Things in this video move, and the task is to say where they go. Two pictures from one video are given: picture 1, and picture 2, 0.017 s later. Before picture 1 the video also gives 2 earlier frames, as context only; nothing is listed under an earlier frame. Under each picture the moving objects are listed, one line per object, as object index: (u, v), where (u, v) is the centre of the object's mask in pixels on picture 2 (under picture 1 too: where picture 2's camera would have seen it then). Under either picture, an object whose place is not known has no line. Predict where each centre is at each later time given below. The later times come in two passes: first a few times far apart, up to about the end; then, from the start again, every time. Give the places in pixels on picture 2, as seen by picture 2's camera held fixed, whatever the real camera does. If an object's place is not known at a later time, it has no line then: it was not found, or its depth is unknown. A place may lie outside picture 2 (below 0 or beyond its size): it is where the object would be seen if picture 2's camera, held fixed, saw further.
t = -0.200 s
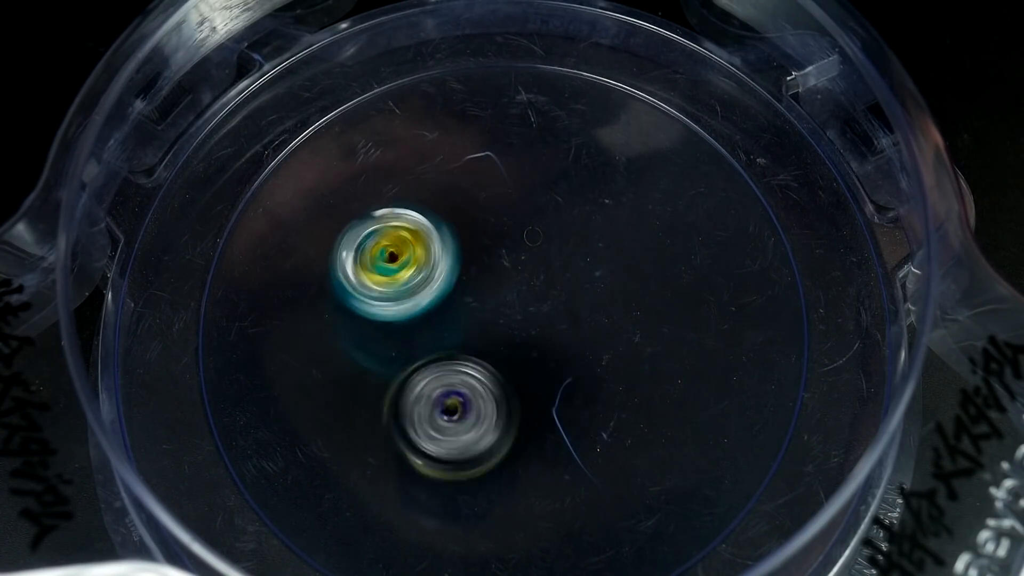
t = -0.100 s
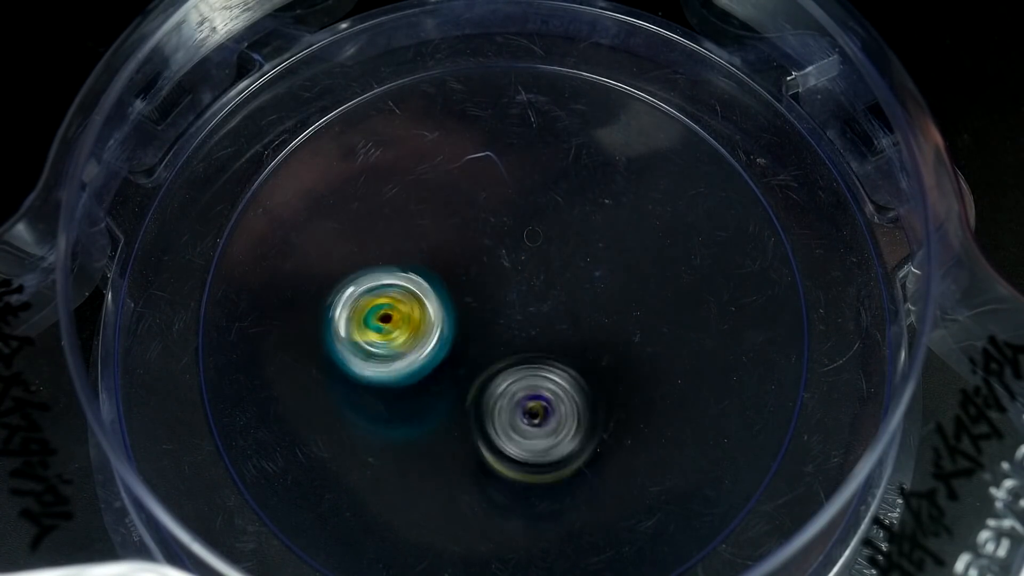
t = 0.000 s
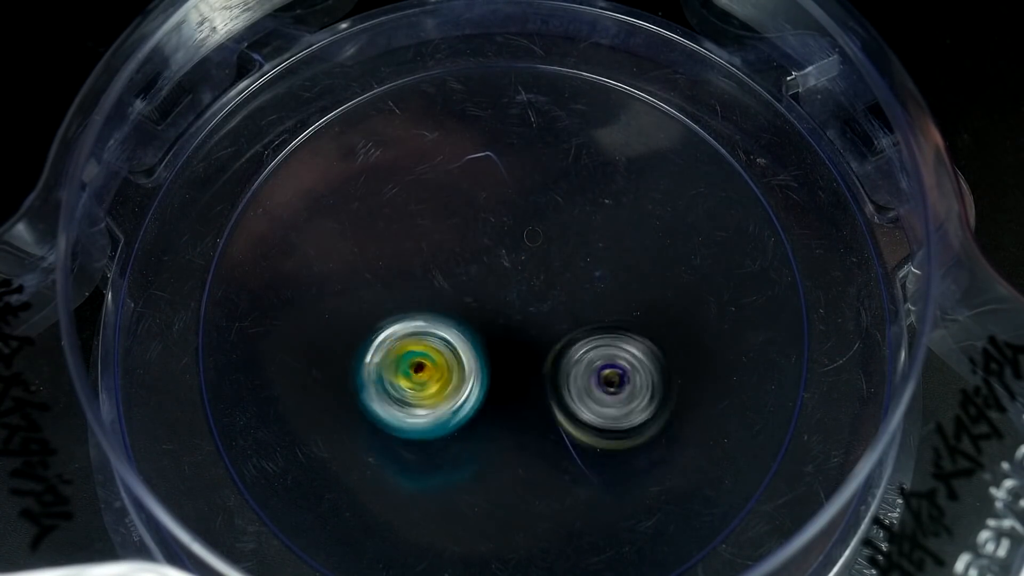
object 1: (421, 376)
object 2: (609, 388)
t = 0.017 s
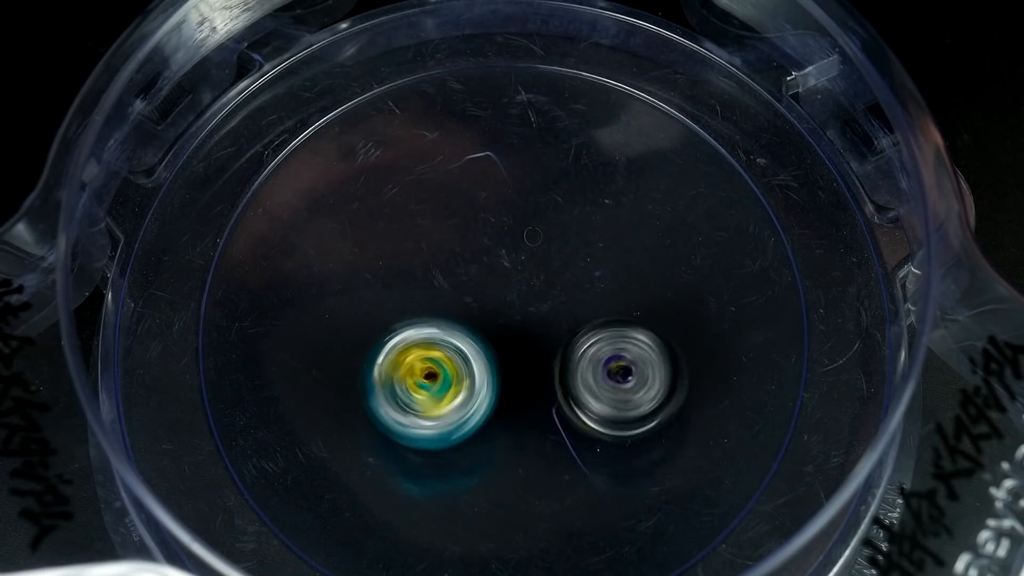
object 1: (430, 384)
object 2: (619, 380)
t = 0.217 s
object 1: (558, 394)
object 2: (645, 251)
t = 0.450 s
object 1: (607, 265)
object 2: (511, 176)
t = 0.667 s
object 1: (505, 196)
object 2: (377, 248)
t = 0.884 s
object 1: (393, 243)
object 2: (394, 386)
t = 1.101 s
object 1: (413, 356)
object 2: (551, 411)
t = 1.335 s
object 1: (515, 365)
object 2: (687, 273)
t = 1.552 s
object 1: (506, 306)
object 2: (638, 132)
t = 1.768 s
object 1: (431, 265)
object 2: (474, 128)
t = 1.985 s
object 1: (240, 400)
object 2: (499, 108)
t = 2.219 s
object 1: (301, 388)
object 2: (507, 264)
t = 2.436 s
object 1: (401, 301)
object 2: (567, 371)
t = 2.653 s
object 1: (512, 257)
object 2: (598, 435)
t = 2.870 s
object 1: (559, 282)
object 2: (606, 479)
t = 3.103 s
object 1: (532, 306)
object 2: (554, 419)
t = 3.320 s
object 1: (526, 249)
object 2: (453, 351)
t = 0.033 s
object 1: (438, 388)
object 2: (627, 371)
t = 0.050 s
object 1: (449, 394)
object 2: (636, 360)
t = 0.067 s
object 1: (458, 397)
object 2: (643, 350)
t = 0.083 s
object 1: (470, 401)
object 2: (648, 339)
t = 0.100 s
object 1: (481, 402)
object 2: (653, 327)
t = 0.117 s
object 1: (492, 405)
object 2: (656, 316)
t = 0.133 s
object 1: (502, 403)
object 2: (657, 304)
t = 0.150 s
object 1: (514, 405)
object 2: (658, 292)
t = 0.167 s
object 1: (525, 402)
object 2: (656, 281)
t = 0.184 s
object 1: (537, 402)
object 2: (653, 271)
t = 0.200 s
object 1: (547, 397)
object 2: (651, 260)
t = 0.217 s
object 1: (558, 394)
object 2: (645, 251)
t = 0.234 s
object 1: (568, 387)
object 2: (640, 242)
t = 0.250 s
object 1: (577, 382)
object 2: (634, 232)
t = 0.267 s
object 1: (585, 373)
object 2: (625, 224)
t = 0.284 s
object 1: (593, 367)
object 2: (618, 217)
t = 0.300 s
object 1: (600, 356)
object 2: (609, 209)
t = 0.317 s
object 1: (606, 348)
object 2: (599, 203)
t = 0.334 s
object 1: (609, 336)
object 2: (590, 198)
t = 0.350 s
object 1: (614, 328)
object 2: (580, 192)
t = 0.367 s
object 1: (615, 315)
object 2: (568, 187)
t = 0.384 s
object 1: (617, 306)
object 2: (558, 184)
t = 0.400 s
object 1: (616, 294)
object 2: (546, 180)
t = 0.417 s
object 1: (614, 284)
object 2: (534, 178)
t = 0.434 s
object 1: (610, 273)
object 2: (523, 177)
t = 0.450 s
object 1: (607, 265)
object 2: (511, 176)
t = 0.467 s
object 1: (601, 255)
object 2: (496, 177)
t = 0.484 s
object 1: (597, 248)
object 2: (486, 177)
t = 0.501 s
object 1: (589, 239)
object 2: (474, 179)
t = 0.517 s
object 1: (584, 233)
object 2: (460, 184)
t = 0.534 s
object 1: (575, 226)
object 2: (450, 187)
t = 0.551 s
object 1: (569, 221)
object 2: (441, 191)
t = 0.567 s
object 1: (560, 215)
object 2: (427, 199)
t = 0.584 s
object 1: (553, 211)
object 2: (418, 204)
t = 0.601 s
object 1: (543, 206)
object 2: (410, 210)
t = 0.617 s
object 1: (535, 204)
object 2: (399, 218)
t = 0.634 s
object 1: (524, 200)
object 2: (392, 227)
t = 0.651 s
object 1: (517, 198)
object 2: (386, 237)
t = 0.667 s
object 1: (505, 196)
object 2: (377, 248)
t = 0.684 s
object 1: (498, 195)
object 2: (372, 257)
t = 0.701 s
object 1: (485, 195)
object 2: (368, 268)
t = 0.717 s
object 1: (477, 196)
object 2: (362, 280)
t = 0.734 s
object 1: (465, 197)
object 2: (361, 290)
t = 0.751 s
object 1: (457, 200)
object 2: (360, 302)
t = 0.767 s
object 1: (446, 203)
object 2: (358, 315)
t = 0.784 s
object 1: (438, 206)
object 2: (360, 325)
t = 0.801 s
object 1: (427, 211)
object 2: (365, 337)
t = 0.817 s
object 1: (421, 216)
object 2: (366, 349)
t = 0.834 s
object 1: (411, 222)
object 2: (373, 358)
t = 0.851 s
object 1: (406, 228)
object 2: (380, 369)
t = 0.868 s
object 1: (398, 235)
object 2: (385, 379)
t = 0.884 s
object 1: (393, 243)
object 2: (394, 386)
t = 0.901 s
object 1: (387, 252)
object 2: (405, 393)
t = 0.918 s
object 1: (384, 259)
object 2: (414, 401)
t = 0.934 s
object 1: (379, 269)
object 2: (426, 406)
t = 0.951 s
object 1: (379, 277)
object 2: (438, 410)
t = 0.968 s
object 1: (376, 288)
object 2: (449, 416)
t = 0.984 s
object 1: (378, 296)
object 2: (461, 418)
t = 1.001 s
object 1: (379, 308)
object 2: (475, 418)
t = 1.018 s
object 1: (383, 315)
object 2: (488, 422)
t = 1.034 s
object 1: (386, 326)
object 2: (500, 421)
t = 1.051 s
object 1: (392, 332)
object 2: (514, 418)
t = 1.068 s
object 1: (398, 342)
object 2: (528, 417)
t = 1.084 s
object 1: (405, 347)
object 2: (540, 415)
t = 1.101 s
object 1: (413, 356)
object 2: (551, 411)
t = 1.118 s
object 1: (422, 360)
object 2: (566, 406)
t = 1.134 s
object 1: (432, 365)
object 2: (579, 401)
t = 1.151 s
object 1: (442, 368)
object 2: (588, 394)
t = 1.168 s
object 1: (452, 372)
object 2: (599, 386)
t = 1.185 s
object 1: (462, 372)
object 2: (609, 377)
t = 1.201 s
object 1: (475, 374)
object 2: (618, 369)
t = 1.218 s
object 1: (484, 374)
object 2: (626, 357)
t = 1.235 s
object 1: (497, 374)
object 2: (630, 347)
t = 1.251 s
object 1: (506, 372)
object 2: (638, 338)
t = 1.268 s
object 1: (516, 371)
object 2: (645, 326)
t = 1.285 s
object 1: (515, 368)
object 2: (656, 311)
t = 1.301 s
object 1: (514, 368)
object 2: (670, 298)
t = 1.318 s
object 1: (514, 369)
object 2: (683, 284)
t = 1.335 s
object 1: (515, 365)
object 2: (687, 273)
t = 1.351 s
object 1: (515, 365)
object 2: (694, 259)
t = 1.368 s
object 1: (516, 361)
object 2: (696, 245)
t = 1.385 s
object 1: (516, 358)
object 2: (698, 235)
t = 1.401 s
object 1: (515, 352)
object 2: (698, 223)
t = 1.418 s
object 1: (516, 349)
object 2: (694, 209)
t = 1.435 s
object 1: (514, 344)
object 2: (692, 198)
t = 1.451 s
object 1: (515, 341)
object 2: (688, 187)
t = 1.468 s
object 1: (512, 337)
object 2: (681, 177)
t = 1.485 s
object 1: (514, 330)
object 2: (677, 167)
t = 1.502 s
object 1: (513, 327)
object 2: (667, 156)
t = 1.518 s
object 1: (511, 318)
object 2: (660, 148)
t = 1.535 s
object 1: (511, 314)
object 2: (651, 140)
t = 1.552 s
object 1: (506, 306)
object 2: (638, 132)
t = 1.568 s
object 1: (504, 301)
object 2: (628, 125)
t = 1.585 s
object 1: (499, 296)
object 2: (615, 119)
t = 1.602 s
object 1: (497, 290)
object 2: (600, 116)
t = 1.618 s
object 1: (493, 286)
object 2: (588, 112)
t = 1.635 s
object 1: (489, 279)
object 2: (572, 110)
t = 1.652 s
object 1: (486, 275)
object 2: (560, 109)
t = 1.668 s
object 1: (480, 269)
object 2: (545, 110)
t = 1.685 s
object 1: (476, 264)
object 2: (528, 113)
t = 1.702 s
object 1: (468, 260)
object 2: (515, 115)
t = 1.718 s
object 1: (464, 256)
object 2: (499, 119)
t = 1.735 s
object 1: (458, 255)
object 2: (484, 127)
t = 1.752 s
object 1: (452, 251)
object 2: (471, 133)
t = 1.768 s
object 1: (431, 265)
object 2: (474, 128)
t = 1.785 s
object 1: (404, 284)
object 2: (481, 116)
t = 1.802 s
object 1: (377, 298)
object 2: (488, 106)
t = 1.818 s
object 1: (357, 315)
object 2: (494, 98)
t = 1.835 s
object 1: (334, 329)
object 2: (500, 92)
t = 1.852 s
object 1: (314, 341)
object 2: (502, 88)
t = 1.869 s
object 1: (299, 352)
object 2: (506, 85)
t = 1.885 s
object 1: (282, 363)
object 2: (506, 84)
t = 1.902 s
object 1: (269, 373)
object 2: (509, 86)
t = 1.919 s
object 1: (262, 379)
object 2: (507, 89)
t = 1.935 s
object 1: (252, 387)
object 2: (507, 92)
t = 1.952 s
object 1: (246, 393)
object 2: (504, 96)
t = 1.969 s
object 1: (244, 396)
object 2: (504, 100)
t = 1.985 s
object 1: (240, 400)
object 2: (499, 108)
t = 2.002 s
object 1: (239, 404)
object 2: (497, 114)
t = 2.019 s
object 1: (242, 405)
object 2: (493, 124)
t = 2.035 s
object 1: (241, 408)
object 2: (492, 132)
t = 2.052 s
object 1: (244, 408)
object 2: (489, 143)
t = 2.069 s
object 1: (250, 408)
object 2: (489, 152)
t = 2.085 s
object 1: (251, 409)
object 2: (488, 164)
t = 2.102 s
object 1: (257, 409)
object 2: (488, 174)
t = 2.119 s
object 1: (264, 407)
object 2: (490, 187)
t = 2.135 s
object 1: (267, 407)
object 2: (491, 199)
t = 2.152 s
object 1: (274, 405)
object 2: (494, 213)
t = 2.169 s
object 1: (282, 401)
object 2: (495, 225)
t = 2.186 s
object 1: (286, 401)
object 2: (500, 239)
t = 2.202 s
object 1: (293, 395)
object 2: (502, 251)
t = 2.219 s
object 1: (301, 388)
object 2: (507, 264)
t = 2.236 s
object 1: (306, 387)
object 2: (510, 276)
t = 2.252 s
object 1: (311, 379)
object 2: (517, 286)
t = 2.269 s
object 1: (319, 372)
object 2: (520, 297)
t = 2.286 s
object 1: (326, 366)
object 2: (527, 306)
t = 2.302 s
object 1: (331, 359)
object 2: (530, 317)
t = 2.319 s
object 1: (339, 350)
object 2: (537, 323)
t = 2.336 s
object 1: (349, 344)
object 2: (541, 333)
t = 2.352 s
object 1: (354, 336)
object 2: (547, 340)
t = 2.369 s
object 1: (363, 329)
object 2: (552, 347)
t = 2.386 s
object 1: (373, 321)
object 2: (556, 353)
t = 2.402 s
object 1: (380, 315)
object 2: (560, 359)
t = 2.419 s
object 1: (390, 307)
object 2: (564, 365)
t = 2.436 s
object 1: (401, 301)
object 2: (567, 371)
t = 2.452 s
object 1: (409, 297)
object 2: (569, 377)
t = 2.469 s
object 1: (418, 290)
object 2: (574, 381)
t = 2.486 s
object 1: (428, 284)
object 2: (575, 386)
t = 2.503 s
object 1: (438, 281)
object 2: (579, 391)
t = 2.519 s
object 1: (445, 275)
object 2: (580, 396)
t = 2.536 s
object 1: (456, 271)
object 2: (585, 400)
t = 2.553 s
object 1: (466, 269)
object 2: (586, 406)
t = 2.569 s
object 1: (472, 265)
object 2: (590, 409)
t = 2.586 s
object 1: (482, 262)
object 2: (591, 416)
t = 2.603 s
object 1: (490, 261)
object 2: (594, 420)
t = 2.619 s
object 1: (497, 260)
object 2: (595, 425)
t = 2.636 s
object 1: (505, 258)
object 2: (597, 429)
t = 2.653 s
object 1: (512, 257)
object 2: (598, 435)
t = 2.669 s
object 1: (518, 258)
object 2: (598, 438)
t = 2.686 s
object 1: (525, 256)
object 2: (601, 442)
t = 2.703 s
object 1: (531, 258)
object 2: (599, 447)
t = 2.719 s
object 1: (536, 261)
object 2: (602, 452)
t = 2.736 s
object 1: (540, 260)
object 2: (600, 459)
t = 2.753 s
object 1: (546, 263)
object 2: (603, 464)
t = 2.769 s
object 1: (548, 266)
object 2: (603, 469)
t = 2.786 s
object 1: (550, 266)
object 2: (605, 473)
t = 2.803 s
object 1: (555, 269)
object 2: (604, 477)
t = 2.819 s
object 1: (556, 273)
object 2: (606, 478)
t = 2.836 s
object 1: (556, 276)
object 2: (605, 480)
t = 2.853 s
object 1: (559, 277)
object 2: (605, 479)
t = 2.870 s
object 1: (559, 282)
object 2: (606, 479)
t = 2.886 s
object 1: (557, 286)
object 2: (603, 478)
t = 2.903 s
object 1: (557, 286)
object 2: (603, 478)
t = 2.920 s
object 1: (557, 292)
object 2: (600, 478)
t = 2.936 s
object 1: (555, 296)
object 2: (600, 475)
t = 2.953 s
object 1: (553, 296)
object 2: (596, 472)
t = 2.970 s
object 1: (552, 300)
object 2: (593, 468)
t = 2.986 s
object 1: (548, 303)
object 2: (590, 463)
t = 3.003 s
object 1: (546, 305)
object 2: (585, 455)
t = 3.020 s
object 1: (544, 304)
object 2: (583, 449)
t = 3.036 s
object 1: (541, 306)
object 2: (575, 443)
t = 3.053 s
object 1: (538, 309)
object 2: (573, 437)
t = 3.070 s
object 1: (538, 307)
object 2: (565, 431)
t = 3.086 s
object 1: (534, 307)
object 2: (560, 424)
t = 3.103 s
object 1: (532, 306)
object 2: (554, 419)
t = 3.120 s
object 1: (533, 302)
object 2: (549, 413)
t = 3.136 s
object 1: (530, 297)
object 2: (542, 407)
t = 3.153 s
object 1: (528, 290)
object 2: (534, 404)
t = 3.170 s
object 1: (527, 286)
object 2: (526, 401)
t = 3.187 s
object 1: (529, 278)
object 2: (518, 396)
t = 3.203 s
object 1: (527, 272)
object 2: (510, 392)
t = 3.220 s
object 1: (526, 267)
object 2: (501, 387)
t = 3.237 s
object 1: (527, 266)
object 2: (495, 381)
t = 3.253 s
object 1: (529, 262)
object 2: (485, 376)
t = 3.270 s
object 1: (528, 256)
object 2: (478, 369)
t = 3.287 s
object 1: (528, 255)
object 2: (469, 363)
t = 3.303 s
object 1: (529, 254)
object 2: (461, 357)
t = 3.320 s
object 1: (526, 249)
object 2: (453, 351)
